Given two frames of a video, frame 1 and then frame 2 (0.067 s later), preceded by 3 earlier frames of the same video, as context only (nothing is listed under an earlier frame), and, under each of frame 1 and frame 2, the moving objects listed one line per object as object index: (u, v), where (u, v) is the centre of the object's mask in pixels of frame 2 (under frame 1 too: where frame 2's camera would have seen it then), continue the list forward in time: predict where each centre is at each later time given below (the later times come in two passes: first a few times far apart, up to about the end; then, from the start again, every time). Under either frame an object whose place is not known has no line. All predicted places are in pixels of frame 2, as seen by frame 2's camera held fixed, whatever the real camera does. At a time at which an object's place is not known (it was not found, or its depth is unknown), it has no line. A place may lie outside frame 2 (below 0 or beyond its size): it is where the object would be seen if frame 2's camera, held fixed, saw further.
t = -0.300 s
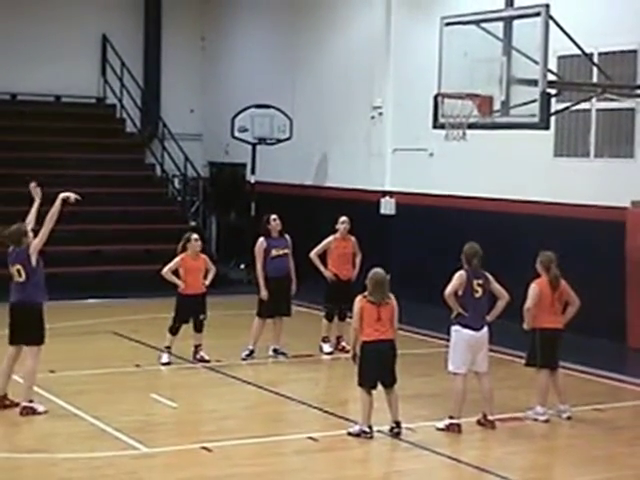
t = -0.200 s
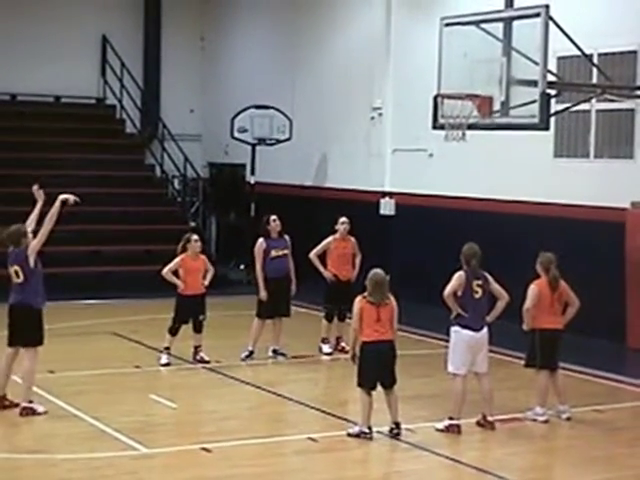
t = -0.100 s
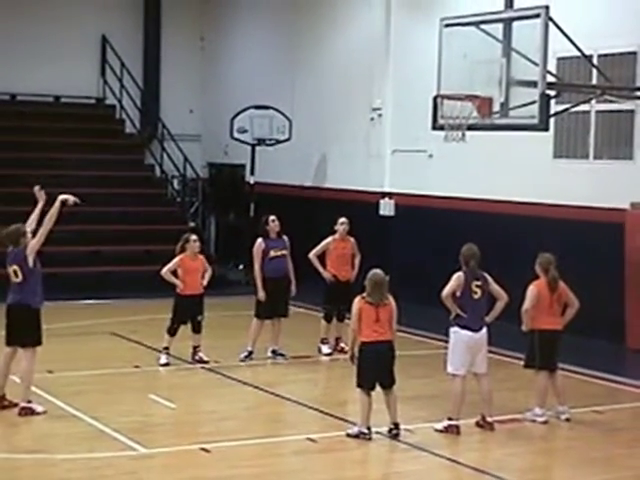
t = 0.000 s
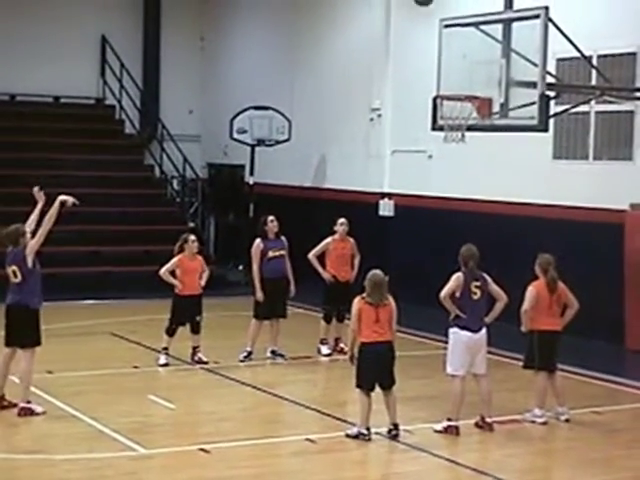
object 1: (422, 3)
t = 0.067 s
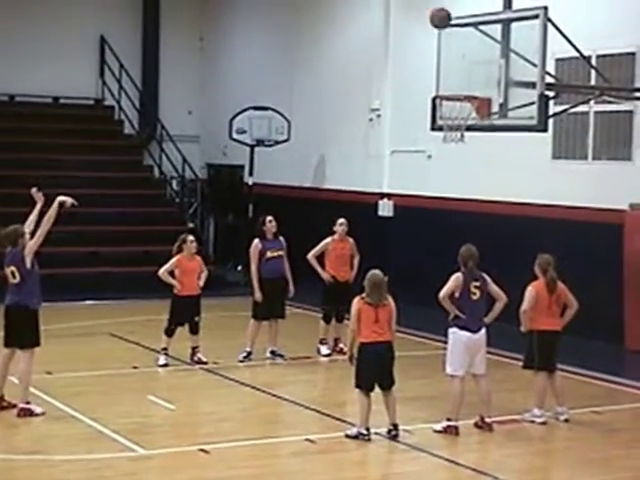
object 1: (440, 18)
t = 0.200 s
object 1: (475, 74)
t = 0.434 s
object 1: (416, 65)
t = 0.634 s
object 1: (369, 54)
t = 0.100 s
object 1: (448, 31)
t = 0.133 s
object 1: (458, 44)
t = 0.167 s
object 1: (466, 59)
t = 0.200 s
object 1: (475, 74)
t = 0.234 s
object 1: (471, 85)
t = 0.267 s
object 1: (461, 86)
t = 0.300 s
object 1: (449, 86)
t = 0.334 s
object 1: (439, 84)
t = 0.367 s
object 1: (432, 77)
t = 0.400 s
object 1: (424, 70)
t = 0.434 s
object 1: (416, 65)
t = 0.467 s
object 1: (408, 61)
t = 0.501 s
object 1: (401, 57)
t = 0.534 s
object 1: (393, 55)
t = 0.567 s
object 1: (385, 54)
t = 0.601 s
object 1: (377, 53)
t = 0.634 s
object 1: (369, 54)
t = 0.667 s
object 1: (361, 56)
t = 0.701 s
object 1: (352, 60)
